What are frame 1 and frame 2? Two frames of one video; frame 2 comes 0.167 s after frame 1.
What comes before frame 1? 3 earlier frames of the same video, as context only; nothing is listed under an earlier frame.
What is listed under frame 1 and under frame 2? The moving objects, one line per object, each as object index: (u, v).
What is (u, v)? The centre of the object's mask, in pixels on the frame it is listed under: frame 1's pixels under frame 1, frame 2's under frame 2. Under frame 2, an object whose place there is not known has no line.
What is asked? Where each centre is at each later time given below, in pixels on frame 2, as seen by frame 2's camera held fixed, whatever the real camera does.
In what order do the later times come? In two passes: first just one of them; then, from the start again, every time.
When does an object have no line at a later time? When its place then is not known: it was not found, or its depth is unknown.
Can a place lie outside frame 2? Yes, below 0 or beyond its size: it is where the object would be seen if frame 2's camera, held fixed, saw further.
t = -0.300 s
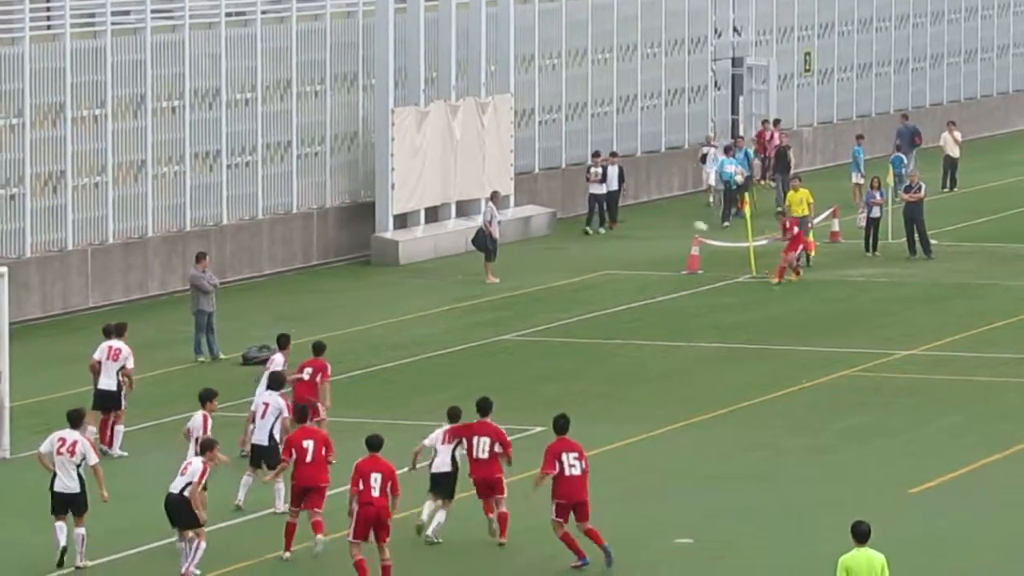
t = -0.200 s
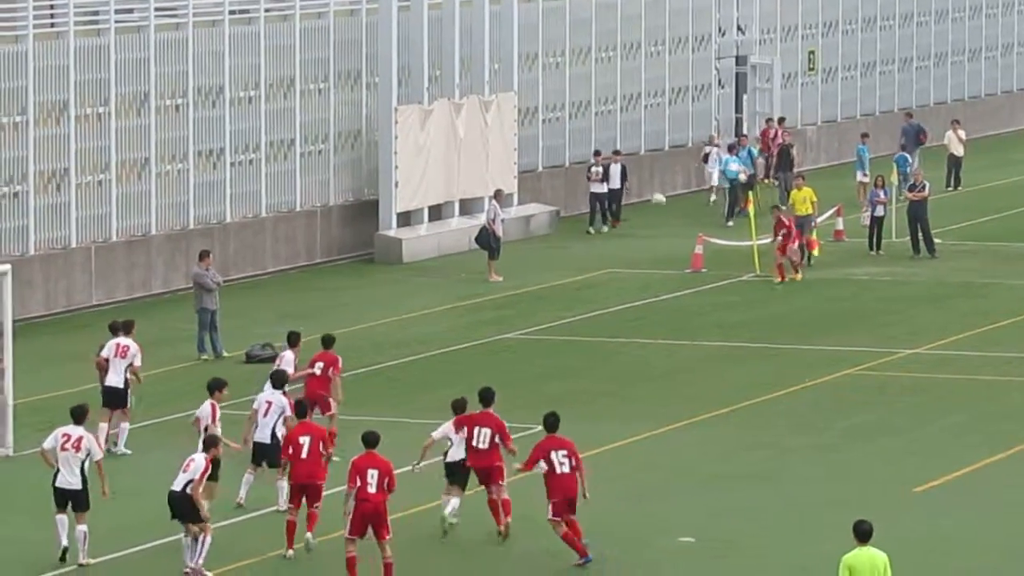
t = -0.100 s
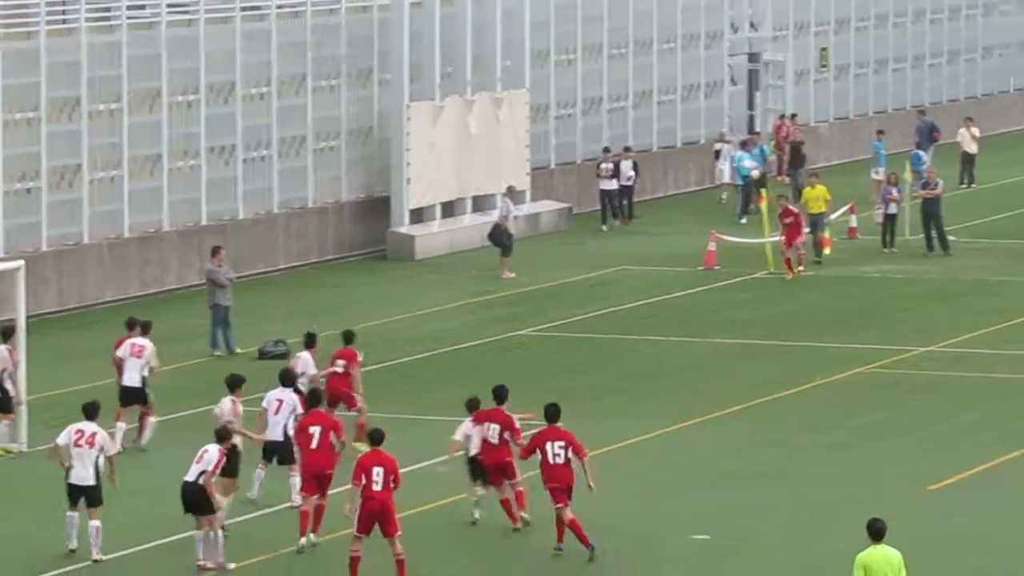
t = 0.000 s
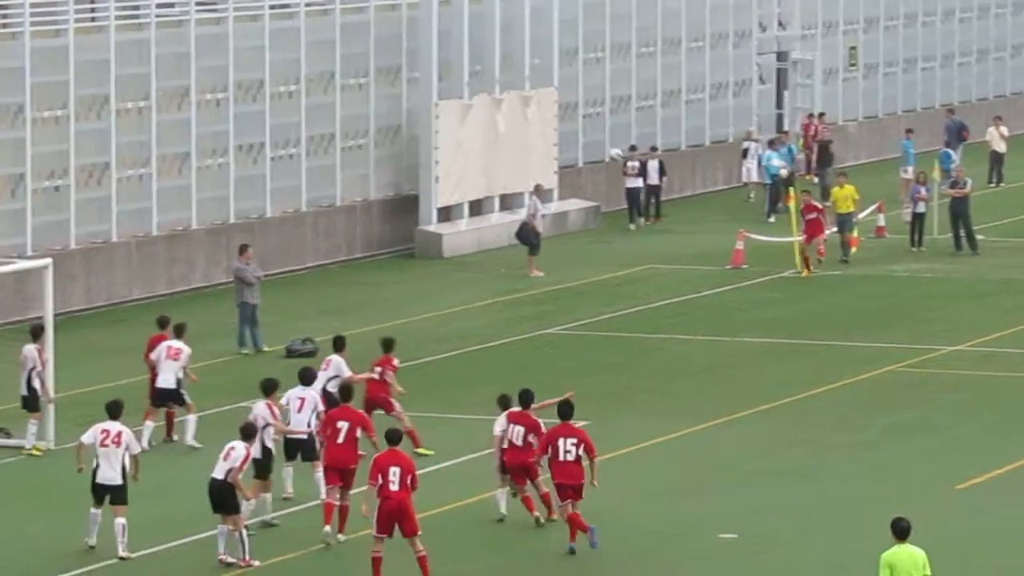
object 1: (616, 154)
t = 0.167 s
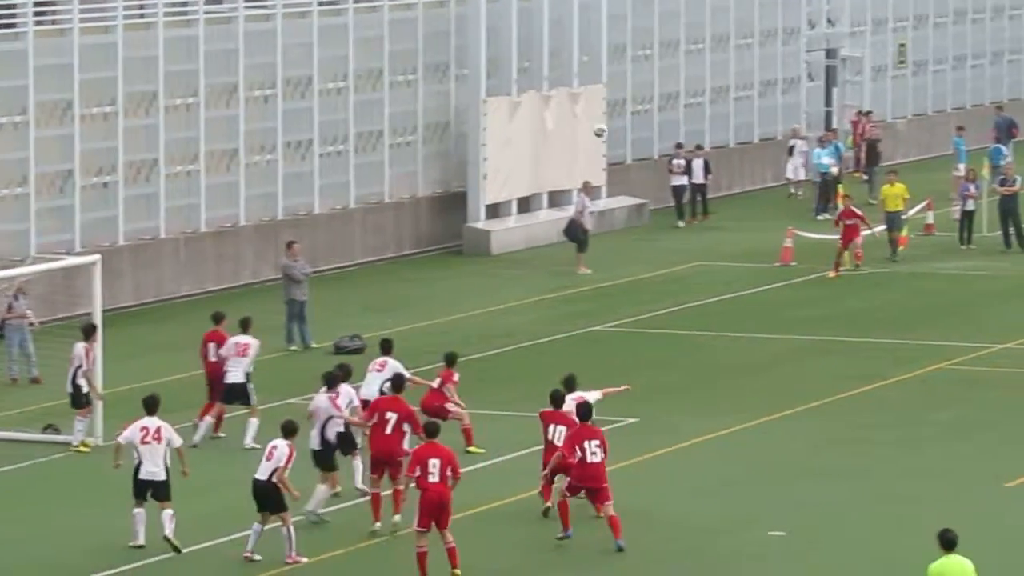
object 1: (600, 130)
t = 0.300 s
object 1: (554, 122)
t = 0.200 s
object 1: (588, 128)
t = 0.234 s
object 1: (577, 125)
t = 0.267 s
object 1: (565, 123)
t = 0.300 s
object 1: (554, 122)
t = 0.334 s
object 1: (544, 122)
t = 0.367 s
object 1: (533, 121)
